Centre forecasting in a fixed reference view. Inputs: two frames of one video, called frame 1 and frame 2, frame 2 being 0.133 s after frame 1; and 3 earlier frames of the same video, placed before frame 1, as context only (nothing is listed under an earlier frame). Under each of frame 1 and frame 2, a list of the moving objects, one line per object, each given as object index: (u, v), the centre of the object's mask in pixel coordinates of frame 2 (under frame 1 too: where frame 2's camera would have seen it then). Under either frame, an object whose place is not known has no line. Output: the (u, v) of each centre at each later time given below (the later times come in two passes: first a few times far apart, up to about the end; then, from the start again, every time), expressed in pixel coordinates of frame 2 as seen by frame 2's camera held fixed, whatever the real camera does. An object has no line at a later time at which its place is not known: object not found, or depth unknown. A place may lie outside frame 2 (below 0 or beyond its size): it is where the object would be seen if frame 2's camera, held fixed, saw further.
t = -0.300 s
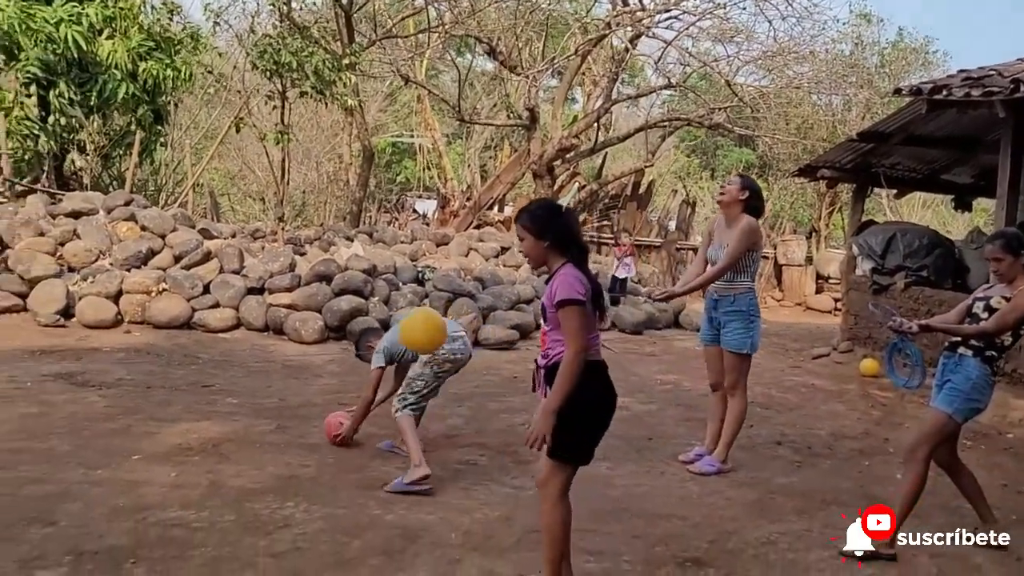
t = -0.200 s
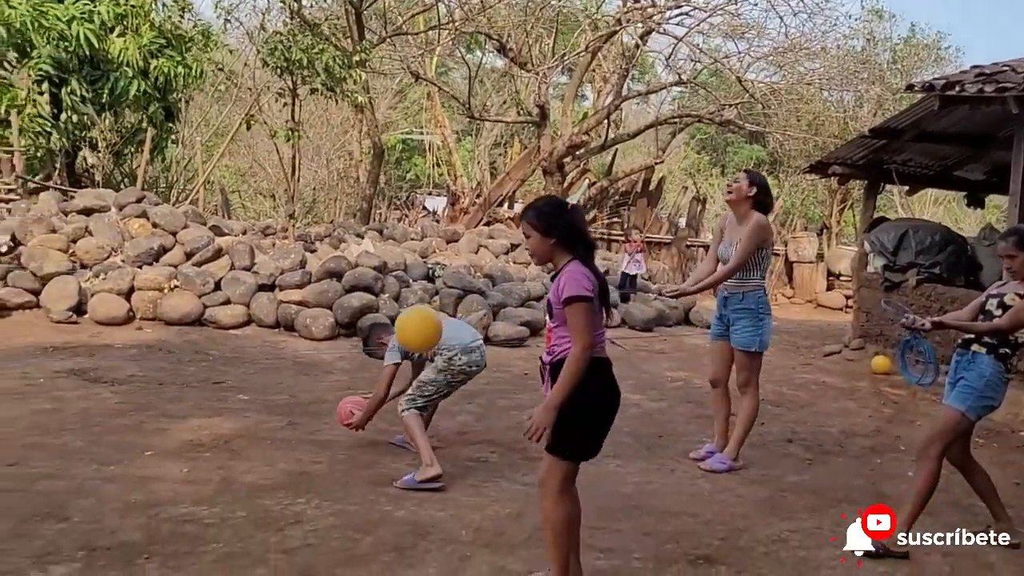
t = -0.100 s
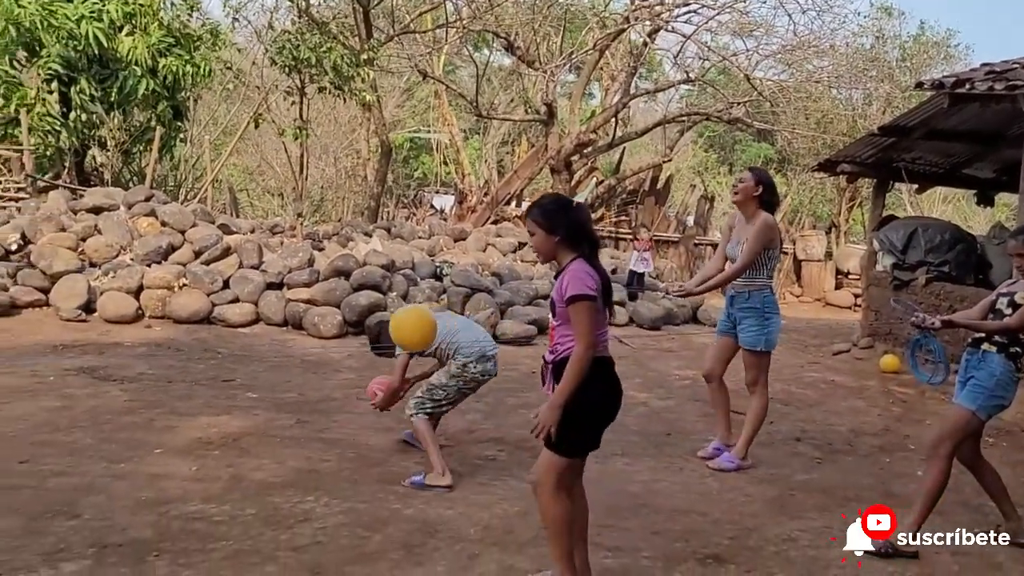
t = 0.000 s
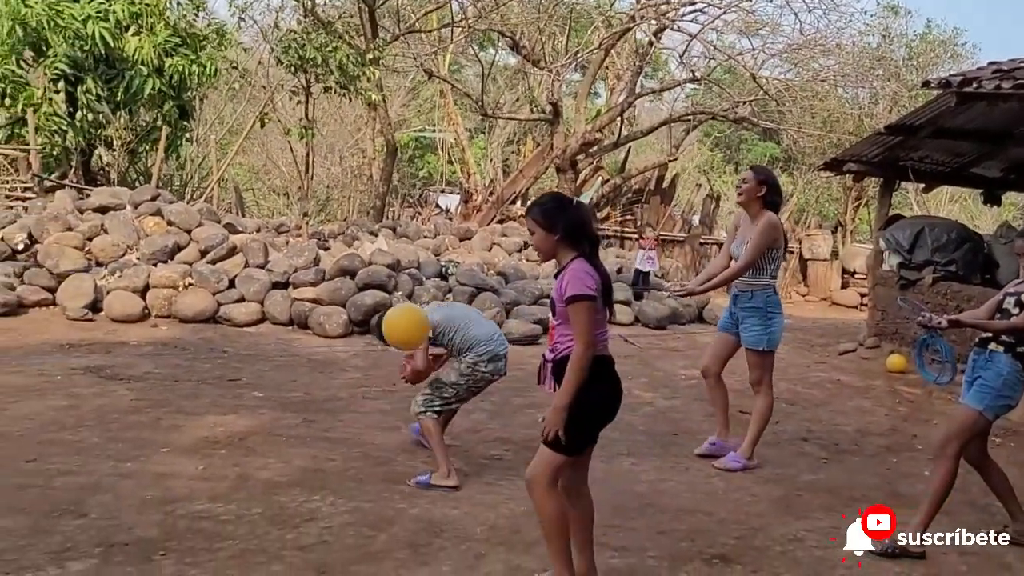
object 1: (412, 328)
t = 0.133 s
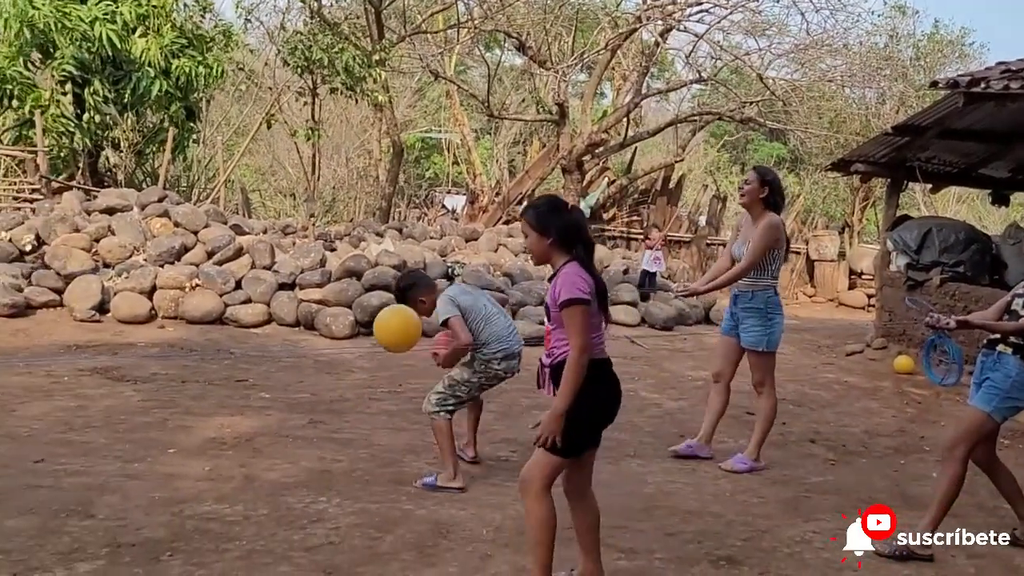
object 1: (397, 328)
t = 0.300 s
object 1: (380, 328)
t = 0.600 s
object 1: (346, 331)
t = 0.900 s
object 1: (307, 337)
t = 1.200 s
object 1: (274, 339)
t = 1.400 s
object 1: (257, 341)
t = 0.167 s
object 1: (394, 328)
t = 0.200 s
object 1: (391, 328)
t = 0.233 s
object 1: (387, 328)
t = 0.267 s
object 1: (384, 328)
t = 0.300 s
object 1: (380, 328)
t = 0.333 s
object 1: (376, 328)
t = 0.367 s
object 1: (374, 328)
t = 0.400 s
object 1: (370, 328)
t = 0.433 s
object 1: (366, 328)
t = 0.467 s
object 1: (363, 328)
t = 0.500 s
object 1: (358, 328)
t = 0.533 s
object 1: (355, 329)
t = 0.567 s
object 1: (350, 330)
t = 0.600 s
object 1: (346, 331)
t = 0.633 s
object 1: (341, 330)
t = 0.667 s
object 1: (337, 331)
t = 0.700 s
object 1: (333, 331)
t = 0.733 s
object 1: (329, 331)
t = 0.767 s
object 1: (323, 335)
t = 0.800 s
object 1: (318, 336)
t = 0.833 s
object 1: (314, 336)
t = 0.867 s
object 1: (310, 337)
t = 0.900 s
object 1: (307, 337)
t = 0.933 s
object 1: (302, 337)
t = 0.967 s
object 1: (298, 338)
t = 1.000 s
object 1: (294, 338)
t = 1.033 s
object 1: (291, 338)
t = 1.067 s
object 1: (288, 338)
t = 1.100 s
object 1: (284, 338)
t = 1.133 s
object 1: (281, 339)
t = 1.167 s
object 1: (278, 338)
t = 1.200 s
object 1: (274, 339)
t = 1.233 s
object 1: (271, 339)
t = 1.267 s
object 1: (268, 339)
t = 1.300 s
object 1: (264, 340)
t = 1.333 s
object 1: (262, 340)
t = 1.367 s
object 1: (259, 341)
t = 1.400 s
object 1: (257, 341)
